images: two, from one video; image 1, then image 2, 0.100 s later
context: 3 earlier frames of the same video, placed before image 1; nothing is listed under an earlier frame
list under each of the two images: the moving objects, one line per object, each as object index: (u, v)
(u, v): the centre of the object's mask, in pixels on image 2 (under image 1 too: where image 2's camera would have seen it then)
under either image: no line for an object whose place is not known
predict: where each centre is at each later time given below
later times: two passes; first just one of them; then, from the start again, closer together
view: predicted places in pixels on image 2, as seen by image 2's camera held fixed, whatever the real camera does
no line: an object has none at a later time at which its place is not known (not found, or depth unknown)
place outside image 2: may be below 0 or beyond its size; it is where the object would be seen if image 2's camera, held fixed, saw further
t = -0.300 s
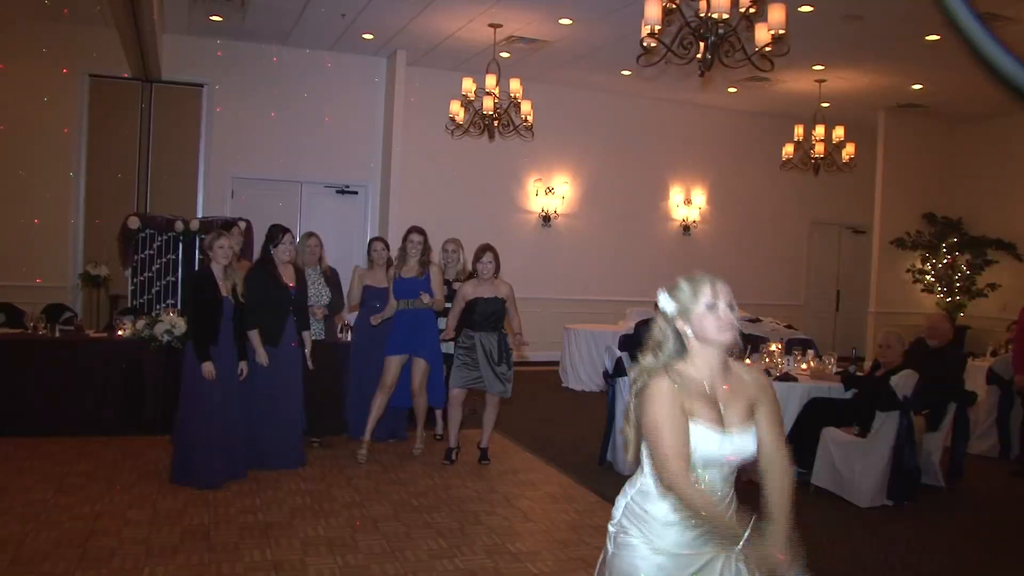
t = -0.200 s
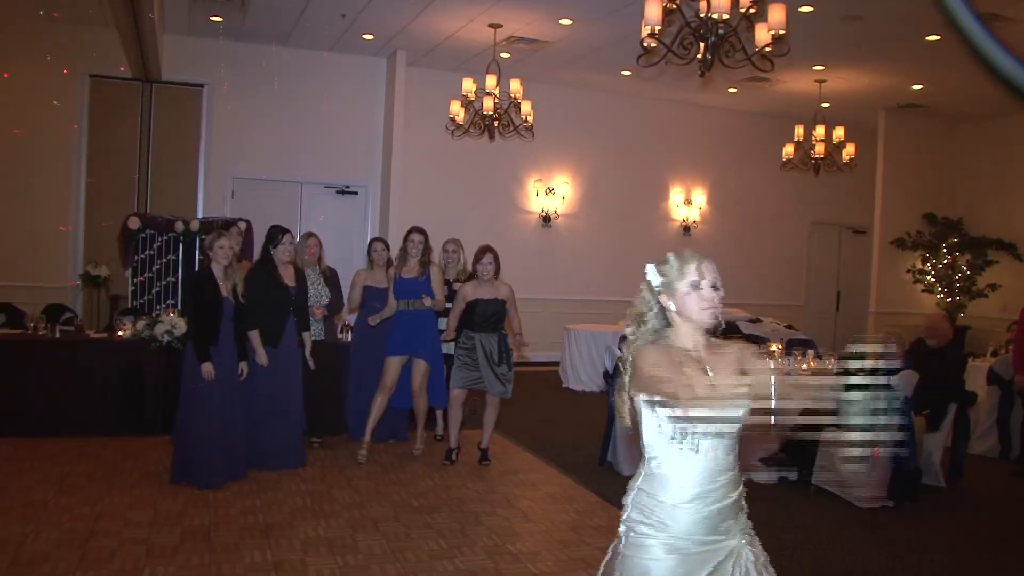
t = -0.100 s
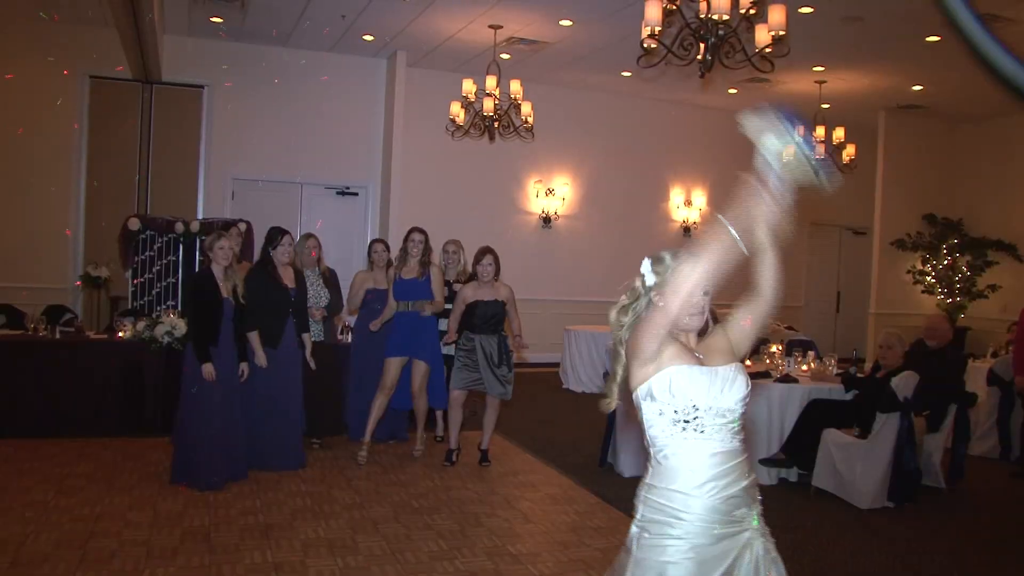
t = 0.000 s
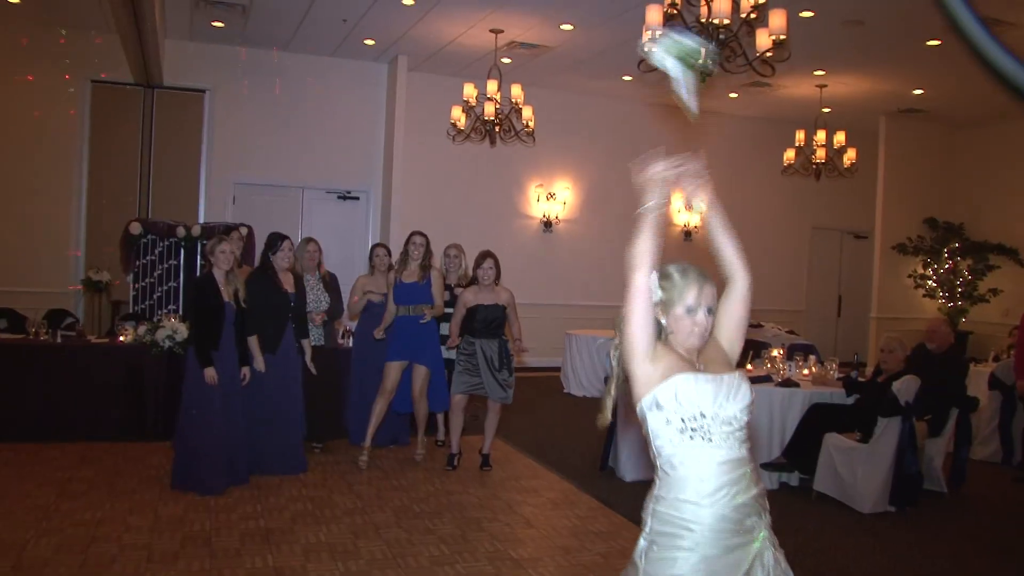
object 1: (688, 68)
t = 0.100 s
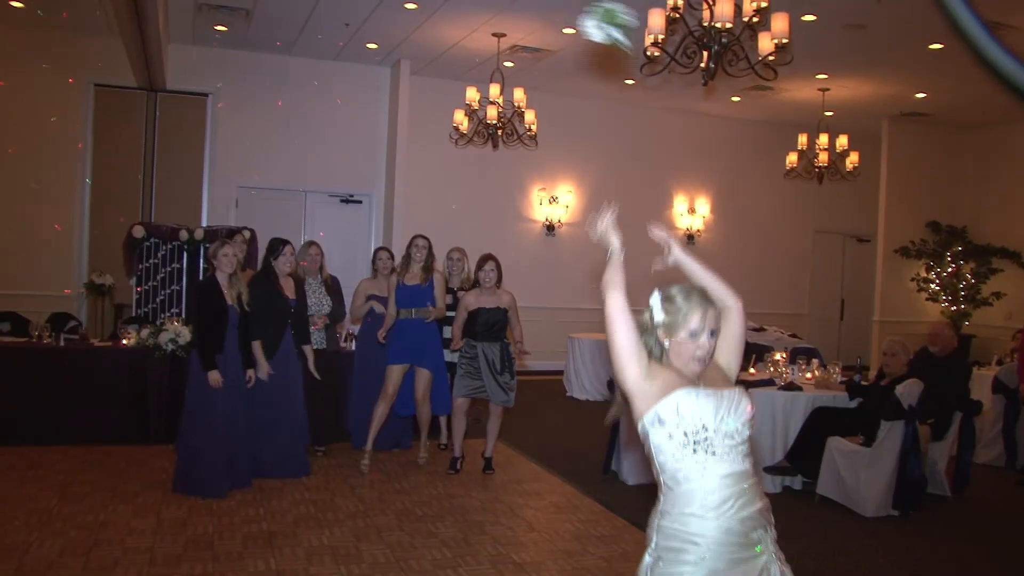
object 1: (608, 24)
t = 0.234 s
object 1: (546, 26)
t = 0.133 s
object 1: (590, 20)
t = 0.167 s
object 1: (573, 20)
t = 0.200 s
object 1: (558, 23)
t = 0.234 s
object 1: (546, 26)
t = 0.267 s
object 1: (531, 34)
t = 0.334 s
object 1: (511, 49)
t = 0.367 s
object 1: (500, 59)
